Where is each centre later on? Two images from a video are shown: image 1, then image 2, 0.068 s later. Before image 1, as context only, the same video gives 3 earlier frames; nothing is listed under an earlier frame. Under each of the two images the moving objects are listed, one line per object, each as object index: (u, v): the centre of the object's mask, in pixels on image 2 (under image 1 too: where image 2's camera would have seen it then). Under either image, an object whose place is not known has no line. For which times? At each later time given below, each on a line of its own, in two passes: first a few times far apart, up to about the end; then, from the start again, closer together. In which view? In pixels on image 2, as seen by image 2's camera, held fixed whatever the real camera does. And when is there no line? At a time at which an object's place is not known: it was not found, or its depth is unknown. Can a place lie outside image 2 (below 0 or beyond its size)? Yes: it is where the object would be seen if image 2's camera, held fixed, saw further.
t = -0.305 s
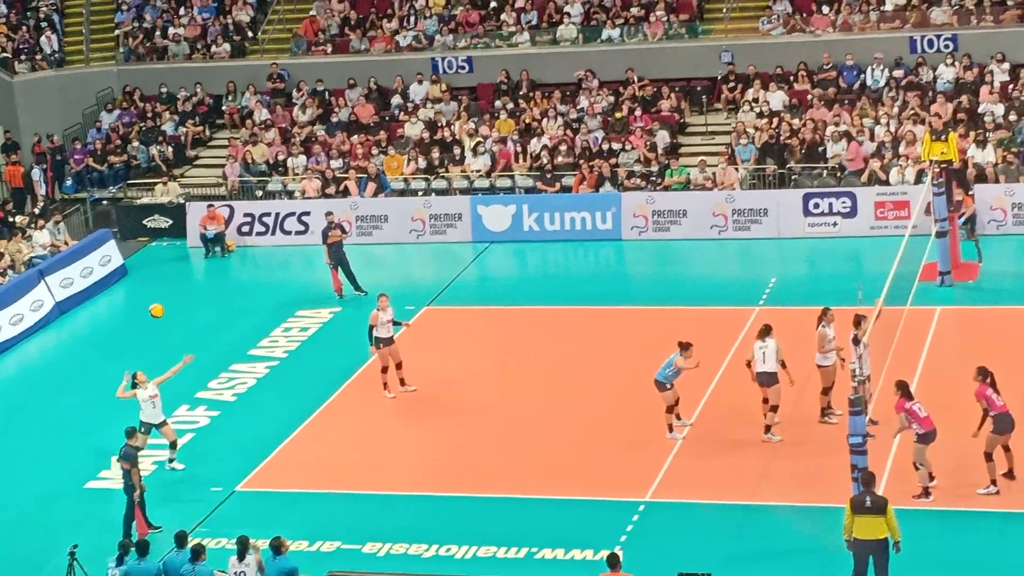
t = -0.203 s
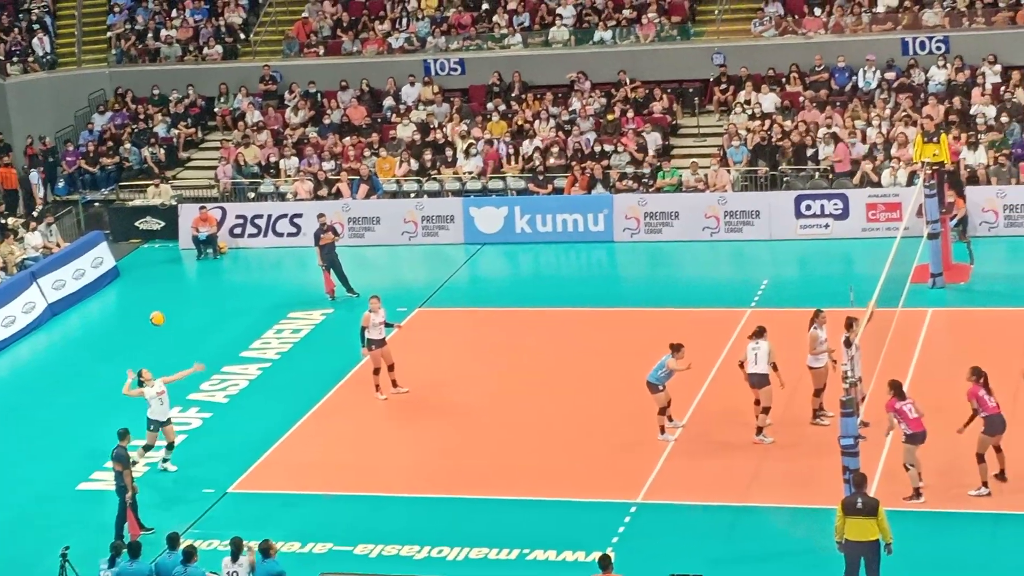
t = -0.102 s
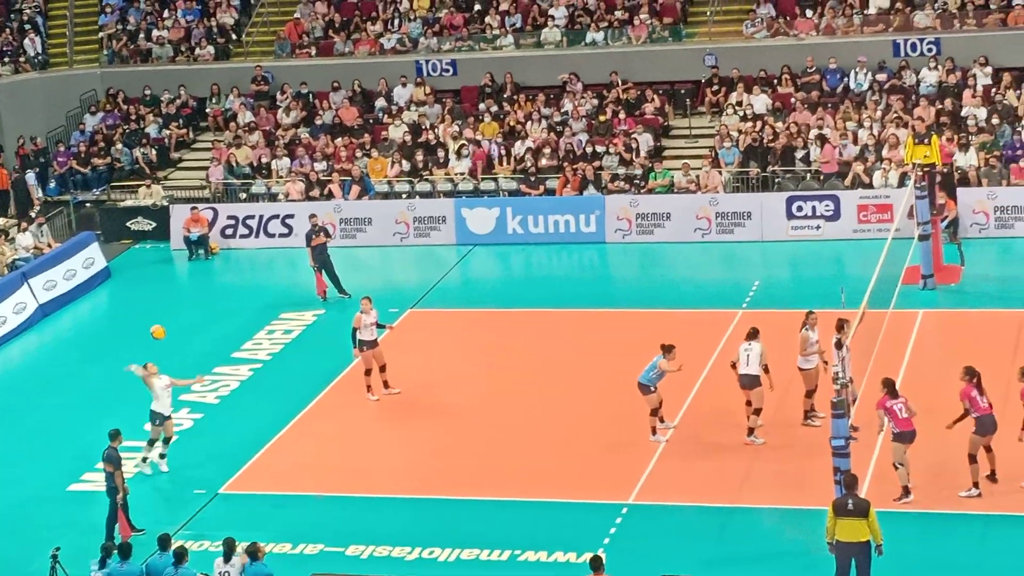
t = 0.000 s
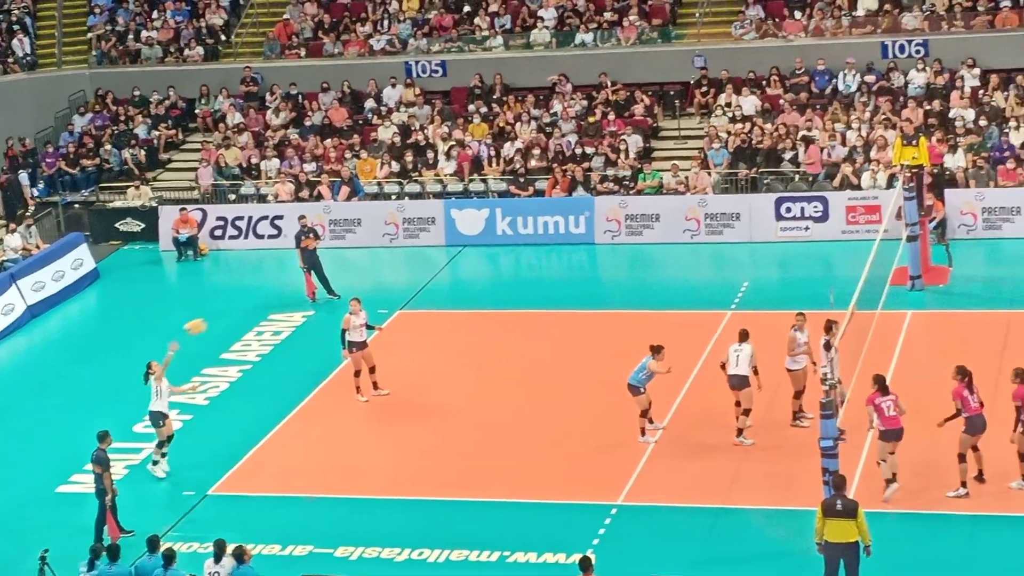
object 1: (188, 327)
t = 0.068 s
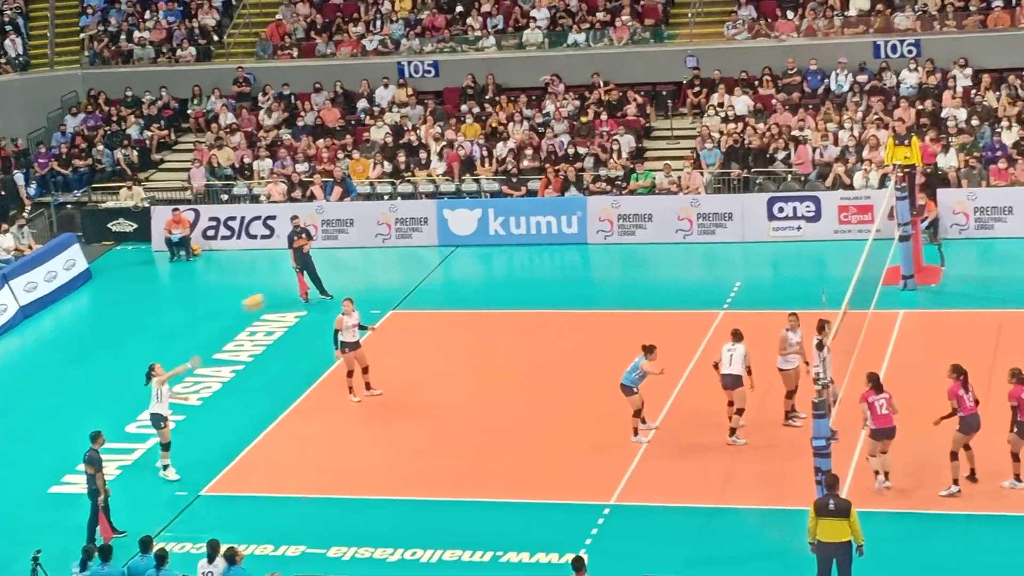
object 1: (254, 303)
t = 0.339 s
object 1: (509, 230)
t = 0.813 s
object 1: (938, 224)
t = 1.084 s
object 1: (1187, 298)
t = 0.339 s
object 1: (509, 230)
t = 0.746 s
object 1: (876, 214)
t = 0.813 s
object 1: (938, 224)
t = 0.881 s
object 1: (1002, 238)
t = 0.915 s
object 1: (1032, 246)
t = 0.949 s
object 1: (1063, 254)
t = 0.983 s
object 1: (1093, 264)
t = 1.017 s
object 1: (1125, 274)
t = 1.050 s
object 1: (1156, 286)
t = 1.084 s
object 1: (1187, 298)
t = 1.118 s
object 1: (1217, 309)
